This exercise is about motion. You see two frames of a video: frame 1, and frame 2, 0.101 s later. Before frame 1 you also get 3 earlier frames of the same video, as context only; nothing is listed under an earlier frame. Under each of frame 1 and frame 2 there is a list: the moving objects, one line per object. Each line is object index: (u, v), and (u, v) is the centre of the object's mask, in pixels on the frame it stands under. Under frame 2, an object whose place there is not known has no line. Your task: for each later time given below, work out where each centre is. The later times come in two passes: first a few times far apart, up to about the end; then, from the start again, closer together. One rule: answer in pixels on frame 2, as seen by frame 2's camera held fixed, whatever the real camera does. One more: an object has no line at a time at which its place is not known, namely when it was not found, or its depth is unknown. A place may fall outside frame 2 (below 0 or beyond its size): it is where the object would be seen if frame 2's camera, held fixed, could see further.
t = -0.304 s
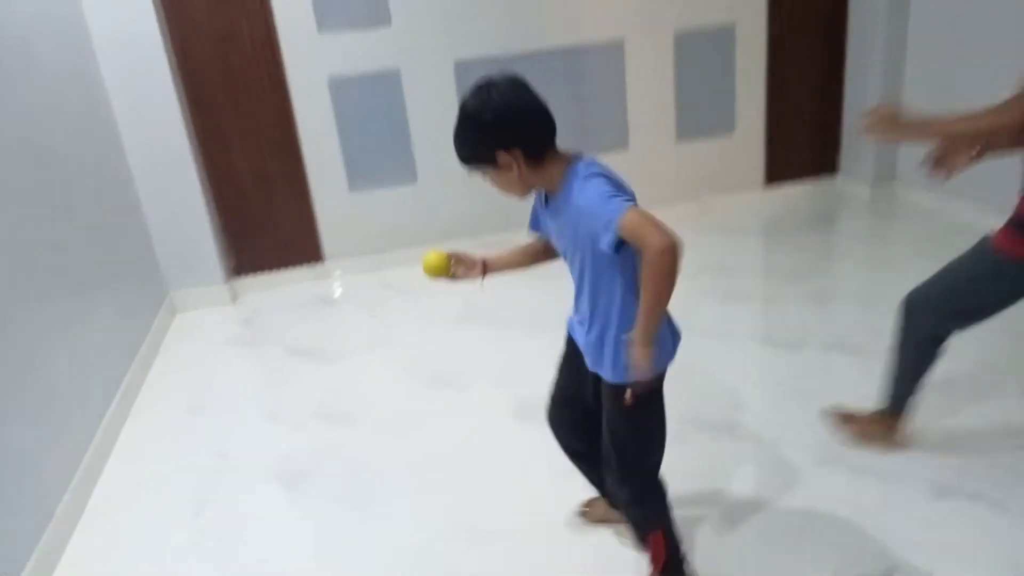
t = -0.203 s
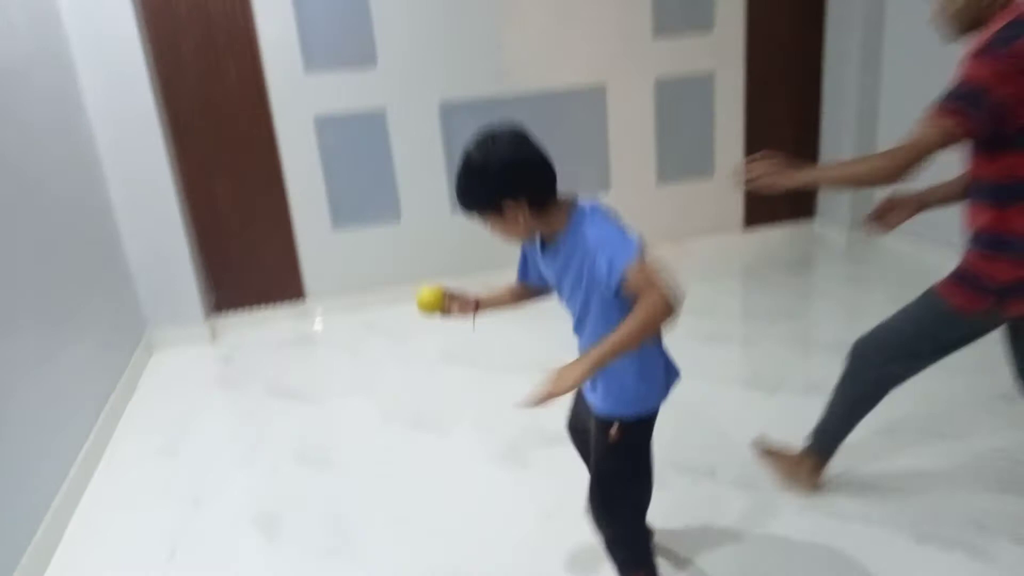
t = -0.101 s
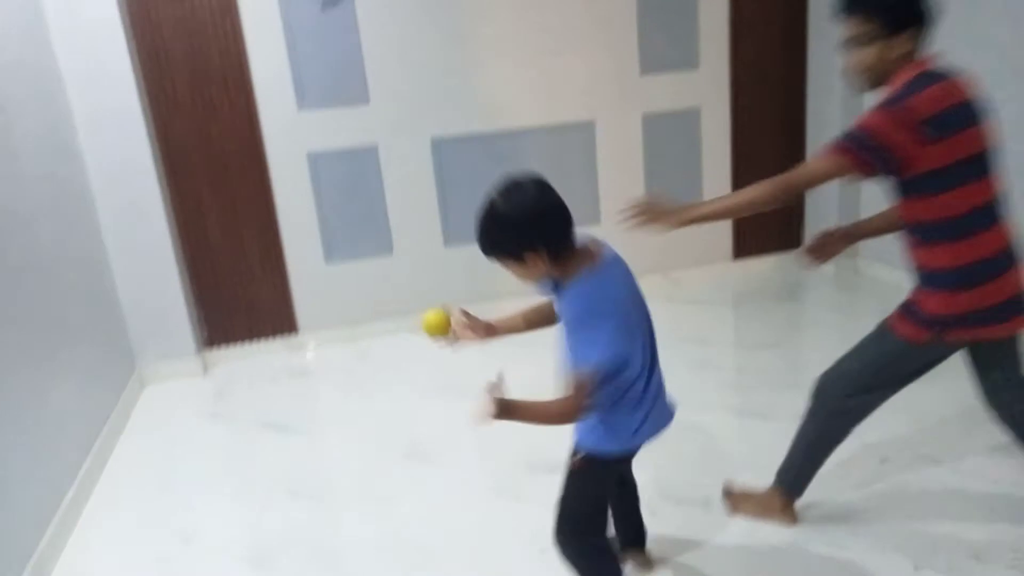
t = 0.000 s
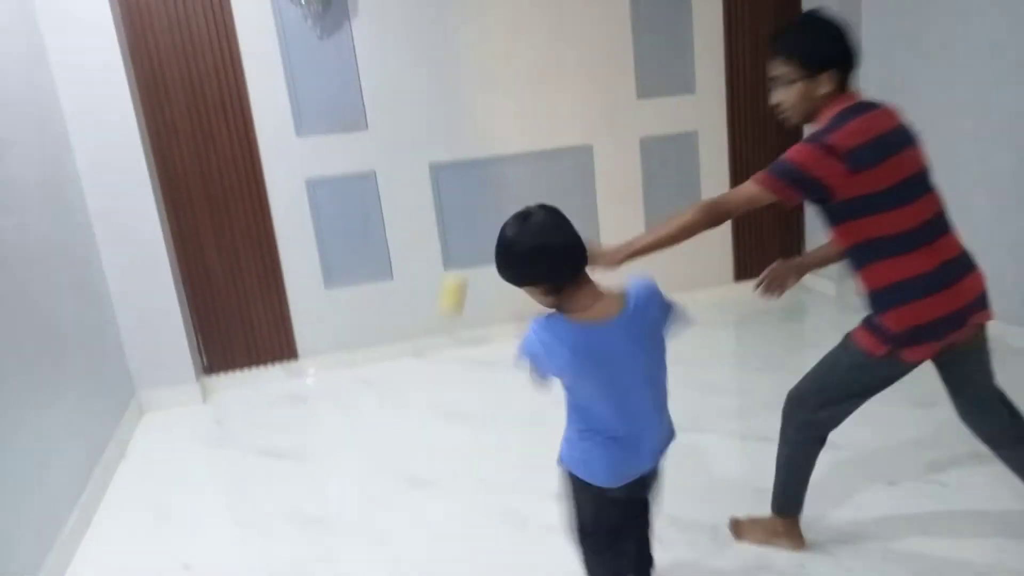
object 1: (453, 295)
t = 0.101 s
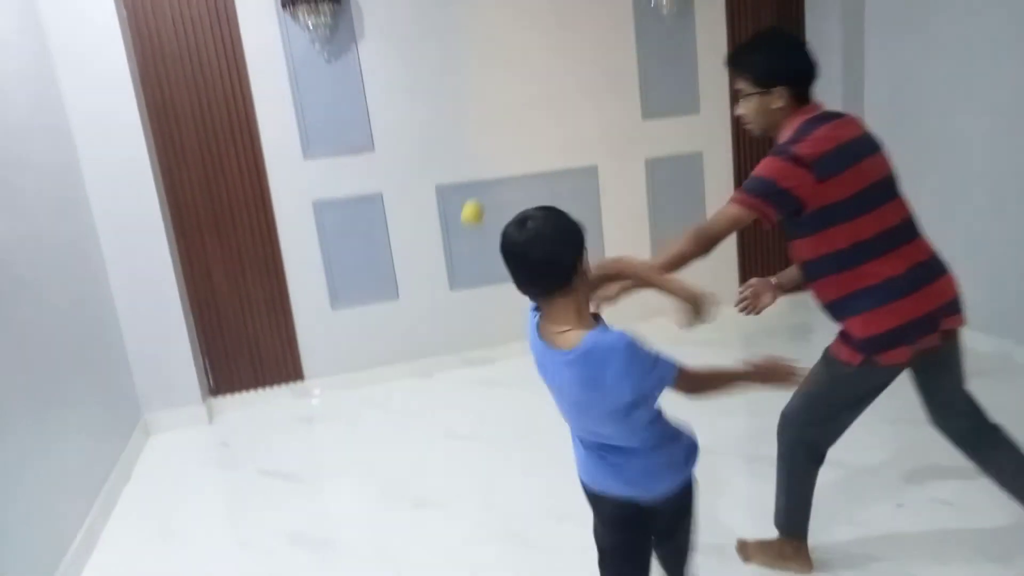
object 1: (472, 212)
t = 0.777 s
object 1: (611, 366)
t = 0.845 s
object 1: (622, 357)
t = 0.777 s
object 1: (611, 366)
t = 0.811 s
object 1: (620, 373)
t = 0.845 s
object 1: (622, 357)
